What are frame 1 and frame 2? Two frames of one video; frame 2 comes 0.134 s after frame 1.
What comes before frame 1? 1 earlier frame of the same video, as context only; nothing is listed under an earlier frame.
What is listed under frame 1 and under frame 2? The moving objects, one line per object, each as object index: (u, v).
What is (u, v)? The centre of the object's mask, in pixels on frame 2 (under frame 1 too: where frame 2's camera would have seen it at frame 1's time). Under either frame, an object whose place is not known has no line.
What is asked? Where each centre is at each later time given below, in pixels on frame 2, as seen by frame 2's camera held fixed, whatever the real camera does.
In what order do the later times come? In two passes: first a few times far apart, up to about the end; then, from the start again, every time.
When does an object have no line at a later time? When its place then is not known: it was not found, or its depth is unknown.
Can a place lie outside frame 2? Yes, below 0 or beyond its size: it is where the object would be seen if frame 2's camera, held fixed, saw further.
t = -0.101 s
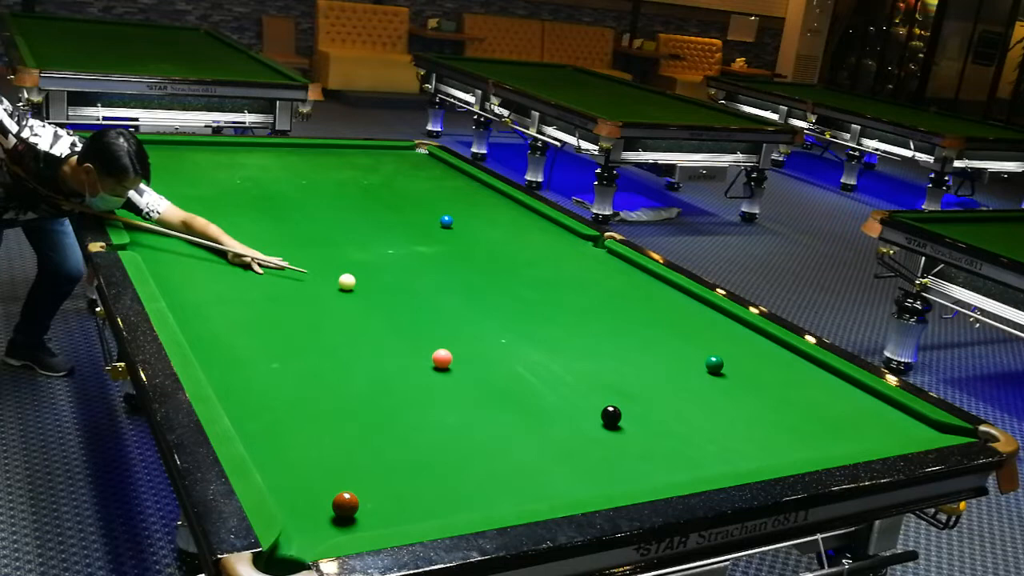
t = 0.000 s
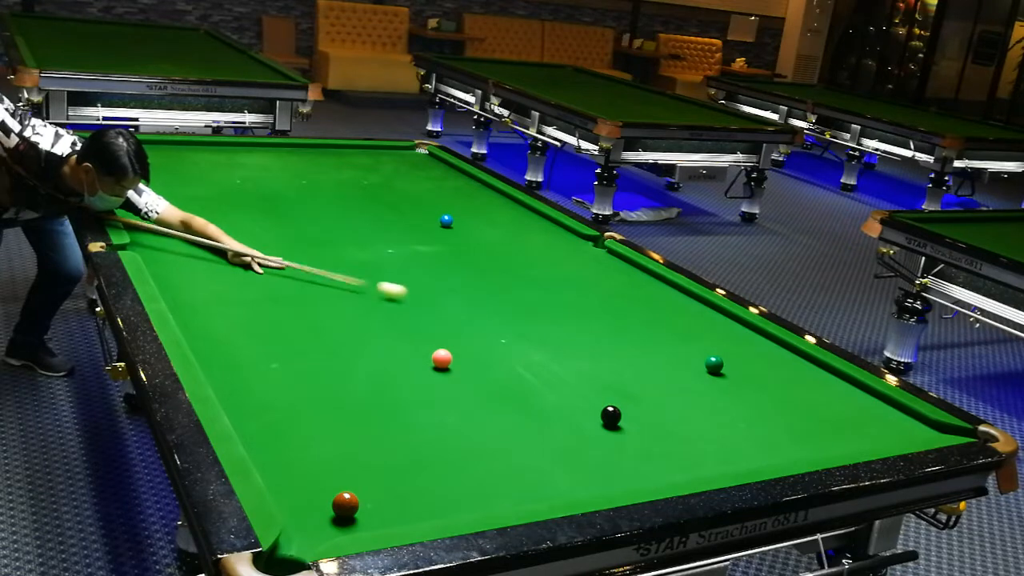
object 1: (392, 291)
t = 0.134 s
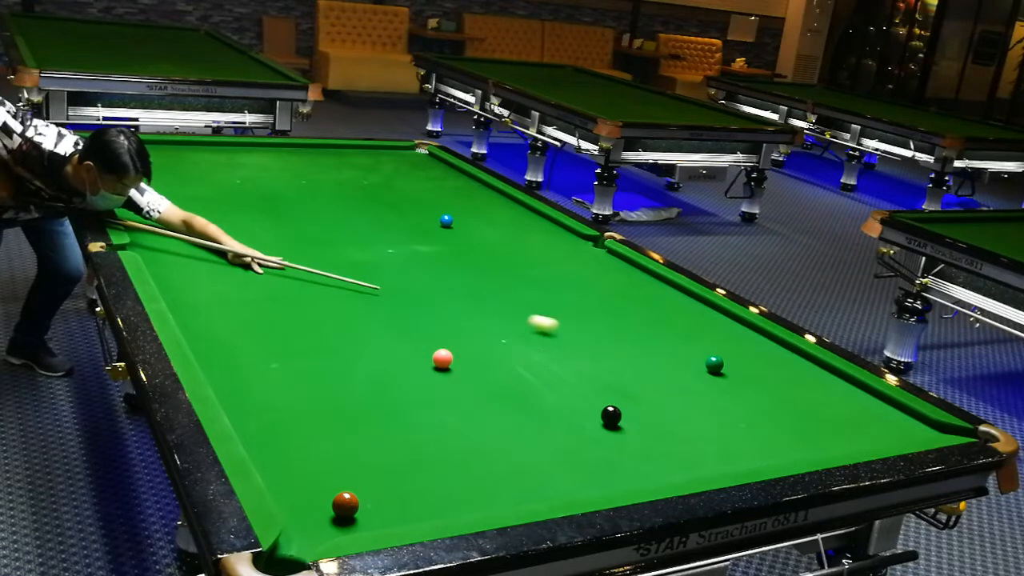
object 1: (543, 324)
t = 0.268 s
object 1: (690, 357)
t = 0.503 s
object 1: (725, 355)
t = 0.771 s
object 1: (758, 351)
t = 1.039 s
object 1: (789, 348)
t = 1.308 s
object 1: (766, 349)
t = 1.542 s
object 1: (749, 350)
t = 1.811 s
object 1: (730, 351)
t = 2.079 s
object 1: (713, 352)
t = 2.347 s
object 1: (697, 353)
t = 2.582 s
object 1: (685, 355)
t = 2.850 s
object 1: (673, 355)
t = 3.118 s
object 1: (662, 356)
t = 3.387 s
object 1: (654, 356)
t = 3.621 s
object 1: (648, 357)
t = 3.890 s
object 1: (644, 357)
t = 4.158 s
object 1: (642, 357)
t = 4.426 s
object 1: (641, 358)
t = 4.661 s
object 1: (641, 357)
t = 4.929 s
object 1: (641, 358)
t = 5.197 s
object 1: (641, 357)
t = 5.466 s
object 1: (641, 357)
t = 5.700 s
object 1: (641, 358)
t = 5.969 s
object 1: (641, 357)
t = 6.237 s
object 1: (641, 357)
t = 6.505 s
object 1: (641, 358)
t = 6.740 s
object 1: (641, 358)
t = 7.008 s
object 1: (641, 358)
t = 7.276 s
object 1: (641, 358)
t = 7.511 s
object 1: (641, 358)
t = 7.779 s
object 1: (642, 358)
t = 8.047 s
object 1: (641, 357)
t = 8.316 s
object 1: (641, 358)
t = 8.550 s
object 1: (641, 358)
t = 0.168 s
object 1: (580, 333)
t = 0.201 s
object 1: (617, 341)
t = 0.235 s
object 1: (654, 349)
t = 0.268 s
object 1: (690, 357)
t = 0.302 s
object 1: (700, 358)
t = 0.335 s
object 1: (703, 357)
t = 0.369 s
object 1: (707, 356)
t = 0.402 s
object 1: (711, 356)
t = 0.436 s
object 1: (716, 356)
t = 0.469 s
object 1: (720, 355)
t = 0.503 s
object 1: (725, 355)
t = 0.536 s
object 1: (729, 354)
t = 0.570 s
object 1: (733, 354)
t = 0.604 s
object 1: (738, 353)
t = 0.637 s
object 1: (742, 353)
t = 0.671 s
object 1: (746, 353)
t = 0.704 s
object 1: (750, 352)
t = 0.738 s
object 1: (754, 351)
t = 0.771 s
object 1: (758, 351)
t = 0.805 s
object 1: (762, 350)
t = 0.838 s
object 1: (766, 350)
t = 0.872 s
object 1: (770, 350)
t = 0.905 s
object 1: (774, 349)
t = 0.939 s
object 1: (778, 349)
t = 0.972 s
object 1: (782, 348)
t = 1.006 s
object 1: (785, 348)
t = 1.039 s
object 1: (789, 348)
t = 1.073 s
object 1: (786, 348)
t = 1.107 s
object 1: (783, 348)
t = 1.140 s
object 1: (780, 348)
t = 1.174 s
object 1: (777, 348)
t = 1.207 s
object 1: (775, 348)
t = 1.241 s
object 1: (772, 349)
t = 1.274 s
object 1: (769, 349)
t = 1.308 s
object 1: (766, 349)
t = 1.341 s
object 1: (764, 349)
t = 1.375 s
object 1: (761, 349)
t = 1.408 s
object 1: (759, 349)
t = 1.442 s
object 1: (756, 349)
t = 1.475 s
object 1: (753, 350)
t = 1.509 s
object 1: (751, 350)
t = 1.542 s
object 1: (749, 350)
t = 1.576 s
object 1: (746, 350)
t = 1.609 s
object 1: (744, 350)
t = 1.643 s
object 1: (741, 350)
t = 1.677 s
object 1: (739, 350)
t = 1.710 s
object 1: (737, 350)
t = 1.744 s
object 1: (734, 350)
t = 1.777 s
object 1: (732, 351)
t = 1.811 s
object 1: (730, 351)
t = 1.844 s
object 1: (728, 351)
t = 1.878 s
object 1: (725, 352)
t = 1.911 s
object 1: (723, 352)
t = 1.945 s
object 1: (721, 352)
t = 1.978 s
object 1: (719, 352)
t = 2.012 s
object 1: (717, 352)
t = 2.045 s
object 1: (715, 352)
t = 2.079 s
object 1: (713, 352)
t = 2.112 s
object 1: (711, 352)
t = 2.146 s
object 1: (709, 353)
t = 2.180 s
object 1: (707, 353)
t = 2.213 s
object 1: (705, 353)
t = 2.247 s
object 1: (703, 353)
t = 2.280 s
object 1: (701, 353)
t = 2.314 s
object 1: (699, 354)
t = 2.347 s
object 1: (697, 353)
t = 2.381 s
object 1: (695, 354)
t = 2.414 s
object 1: (694, 354)
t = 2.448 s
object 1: (692, 354)
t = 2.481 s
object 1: (690, 354)
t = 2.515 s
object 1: (689, 354)
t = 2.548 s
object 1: (687, 355)
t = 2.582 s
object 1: (685, 355)
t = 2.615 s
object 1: (684, 355)
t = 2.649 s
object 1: (682, 355)
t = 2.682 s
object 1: (681, 355)
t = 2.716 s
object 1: (679, 355)
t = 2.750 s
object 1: (678, 355)
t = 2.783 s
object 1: (676, 355)
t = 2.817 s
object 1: (675, 356)
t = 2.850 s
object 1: (673, 355)
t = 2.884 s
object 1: (672, 356)
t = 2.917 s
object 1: (671, 356)
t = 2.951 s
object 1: (669, 356)
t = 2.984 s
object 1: (668, 356)
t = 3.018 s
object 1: (667, 356)
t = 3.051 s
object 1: (665, 356)
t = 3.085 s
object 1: (664, 356)
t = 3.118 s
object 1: (662, 356)
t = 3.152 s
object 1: (662, 356)
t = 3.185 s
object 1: (660, 356)
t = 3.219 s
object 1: (659, 356)
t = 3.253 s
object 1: (658, 356)
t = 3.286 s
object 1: (657, 356)
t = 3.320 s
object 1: (656, 356)
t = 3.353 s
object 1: (655, 356)
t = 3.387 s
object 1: (654, 356)
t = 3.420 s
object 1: (653, 357)
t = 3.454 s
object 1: (652, 357)
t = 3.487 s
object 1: (651, 357)
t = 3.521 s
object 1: (650, 357)
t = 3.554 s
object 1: (650, 357)
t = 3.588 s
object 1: (649, 357)
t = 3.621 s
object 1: (648, 357)
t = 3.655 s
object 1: (648, 357)
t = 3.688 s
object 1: (647, 357)
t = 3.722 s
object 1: (646, 357)
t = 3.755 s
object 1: (646, 357)
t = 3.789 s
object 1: (645, 357)
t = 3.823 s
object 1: (644, 357)
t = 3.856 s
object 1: (644, 357)
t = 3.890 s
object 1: (644, 357)
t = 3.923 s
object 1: (643, 357)
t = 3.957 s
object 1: (643, 357)
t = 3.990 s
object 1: (643, 357)
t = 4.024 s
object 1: (642, 357)
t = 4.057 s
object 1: (642, 357)
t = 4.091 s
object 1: (642, 357)
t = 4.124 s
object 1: (642, 357)
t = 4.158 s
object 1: (642, 357)
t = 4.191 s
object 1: (642, 357)
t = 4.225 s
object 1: (642, 357)
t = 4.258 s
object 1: (641, 357)
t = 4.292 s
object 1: (641, 357)
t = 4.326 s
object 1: (642, 357)
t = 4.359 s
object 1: (642, 358)
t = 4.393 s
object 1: (641, 357)
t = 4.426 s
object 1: (641, 358)
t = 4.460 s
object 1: (641, 358)
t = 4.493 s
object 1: (641, 358)
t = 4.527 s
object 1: (641, 357)
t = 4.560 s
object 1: (641, 357)
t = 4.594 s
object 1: (641, 357)
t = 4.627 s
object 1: (641, 358)
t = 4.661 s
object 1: (641, 357)
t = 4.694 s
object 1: (641, 357)
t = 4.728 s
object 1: (641, 358)
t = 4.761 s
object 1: (641, 358)
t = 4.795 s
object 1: (641, 358)
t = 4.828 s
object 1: (641, 358)
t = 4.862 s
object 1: (641, 358)
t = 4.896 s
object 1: (641, 358)
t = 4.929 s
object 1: (641, 358)
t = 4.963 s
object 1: (641, 358)
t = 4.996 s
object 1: (641, 358)
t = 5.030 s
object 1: (641, 358)
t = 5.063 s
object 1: (641, 358)
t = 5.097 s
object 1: (641, 358)
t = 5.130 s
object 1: (641, 357)
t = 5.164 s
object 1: (641, 357)
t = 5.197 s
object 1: (641, 357)
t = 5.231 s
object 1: (641, 357)
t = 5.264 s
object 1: (641, 357)
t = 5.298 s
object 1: (641, 357)
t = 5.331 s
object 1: (641, 357)
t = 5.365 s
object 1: (641, 357)
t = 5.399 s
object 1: (641, 357)
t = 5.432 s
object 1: (641, 357)
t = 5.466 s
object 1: (641, 357)
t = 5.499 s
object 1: (641, 358)
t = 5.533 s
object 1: (641, 357)
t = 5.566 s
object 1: (641, 358)
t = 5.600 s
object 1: (641, 358)
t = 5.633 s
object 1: (641, 358)
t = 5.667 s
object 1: (641, 358)
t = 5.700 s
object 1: (641, 358)
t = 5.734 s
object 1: (642, 357)
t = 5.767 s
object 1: (641, 358)
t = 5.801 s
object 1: (642, 357)
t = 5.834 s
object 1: (641, 358)
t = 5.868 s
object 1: (642, 357)
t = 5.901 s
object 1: (641, 357)
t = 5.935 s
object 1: (641, 358)
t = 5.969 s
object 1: (641, 357)
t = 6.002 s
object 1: (641, 357)
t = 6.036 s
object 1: (641, 358)
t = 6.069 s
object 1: (641, 357)
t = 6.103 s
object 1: (641, 358)
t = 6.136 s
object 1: (641, 358)
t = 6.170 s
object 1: (641, 358)
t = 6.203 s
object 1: (641, 357)
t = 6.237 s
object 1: (641, 357)
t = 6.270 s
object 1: (641, 357)
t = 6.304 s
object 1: (641, 358)
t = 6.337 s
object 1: (641, 358)
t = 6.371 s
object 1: (641, 358)
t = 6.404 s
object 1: (641, 358)
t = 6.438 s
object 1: (641, 358)
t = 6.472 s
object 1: (641, 358)
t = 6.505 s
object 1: (641, 358)
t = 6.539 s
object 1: (641, 358)
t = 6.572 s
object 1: (641, 358)
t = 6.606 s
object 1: (641, 358)
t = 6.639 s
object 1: (641, 358)
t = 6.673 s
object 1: (641, 358)
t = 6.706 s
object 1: (641, 358)
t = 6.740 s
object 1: (641, 358)
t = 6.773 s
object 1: (641, 358)
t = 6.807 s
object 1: (641, 358)
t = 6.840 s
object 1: (641, 358)
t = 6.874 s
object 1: (641, 358)
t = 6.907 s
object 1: (641, 358)
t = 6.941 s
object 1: (641, 358)
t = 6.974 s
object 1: (641, 358)
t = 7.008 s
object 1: (641, 358)
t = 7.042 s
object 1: (641, 358)
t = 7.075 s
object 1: (641, 358)
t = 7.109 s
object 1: (641, 358)
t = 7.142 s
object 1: (641, 358)
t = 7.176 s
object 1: (641, 358)
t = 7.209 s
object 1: (641, 358)
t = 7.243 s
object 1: (641, 358)
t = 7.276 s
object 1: (641, 358)
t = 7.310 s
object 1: (641, 358)
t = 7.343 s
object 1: (641, 358)
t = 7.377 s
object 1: (641, 358)
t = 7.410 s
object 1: (641, 358)
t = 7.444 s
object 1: (641, 358)
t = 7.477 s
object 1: (641, 358)
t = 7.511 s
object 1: (641, 358)
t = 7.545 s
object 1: (641, 358)
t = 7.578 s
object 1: (641, 358)
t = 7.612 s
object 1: (641, 358)
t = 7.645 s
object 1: (641, 358)
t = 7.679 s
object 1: (641, 358)
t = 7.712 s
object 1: (641, 358)
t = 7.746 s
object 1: (641, 358)
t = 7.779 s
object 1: (642, 358)
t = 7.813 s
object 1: (642, 358)
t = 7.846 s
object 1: (642, 357)
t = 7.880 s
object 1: (641, 358)
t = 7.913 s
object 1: (641, 358)
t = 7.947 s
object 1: (641, 358)
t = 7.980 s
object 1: (641, 358)
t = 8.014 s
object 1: (641, 357)
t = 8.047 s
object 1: (641, 357)
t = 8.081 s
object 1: (641, 358)
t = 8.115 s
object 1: (641, 358)
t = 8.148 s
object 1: (641, 358)
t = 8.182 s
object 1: (641, 358)
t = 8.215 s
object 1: (641, 358)
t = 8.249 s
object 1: (641, 358)
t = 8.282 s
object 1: (641, 358)
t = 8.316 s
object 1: (641, 358)
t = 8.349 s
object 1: (641, 358)
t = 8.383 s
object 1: (641, 358)
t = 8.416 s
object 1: (641, 358)
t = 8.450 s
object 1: (641, 358)
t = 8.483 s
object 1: (641, 357)
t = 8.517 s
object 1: (641, 358)
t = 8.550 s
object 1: (641, 358)
